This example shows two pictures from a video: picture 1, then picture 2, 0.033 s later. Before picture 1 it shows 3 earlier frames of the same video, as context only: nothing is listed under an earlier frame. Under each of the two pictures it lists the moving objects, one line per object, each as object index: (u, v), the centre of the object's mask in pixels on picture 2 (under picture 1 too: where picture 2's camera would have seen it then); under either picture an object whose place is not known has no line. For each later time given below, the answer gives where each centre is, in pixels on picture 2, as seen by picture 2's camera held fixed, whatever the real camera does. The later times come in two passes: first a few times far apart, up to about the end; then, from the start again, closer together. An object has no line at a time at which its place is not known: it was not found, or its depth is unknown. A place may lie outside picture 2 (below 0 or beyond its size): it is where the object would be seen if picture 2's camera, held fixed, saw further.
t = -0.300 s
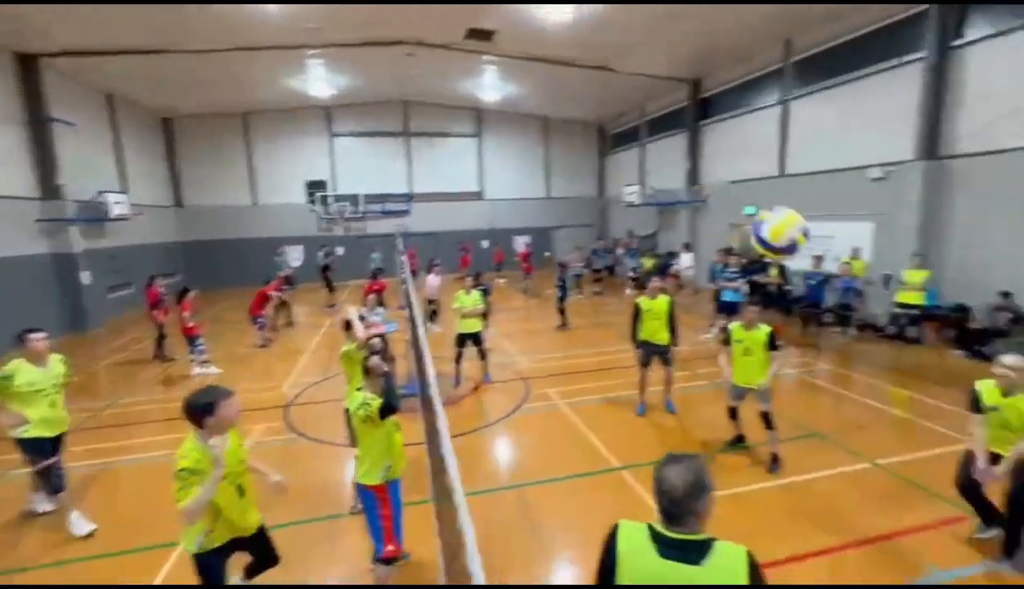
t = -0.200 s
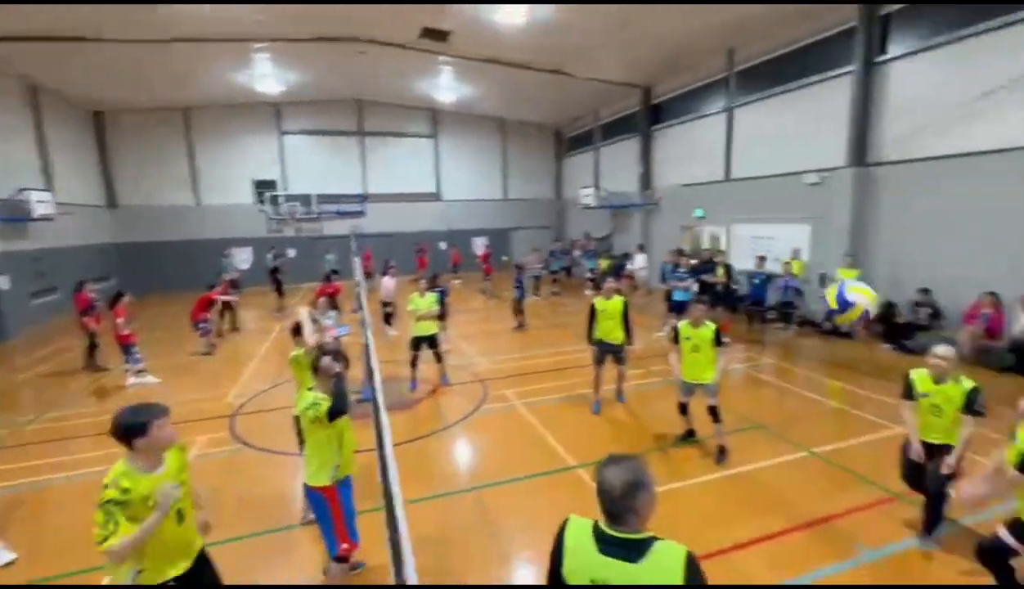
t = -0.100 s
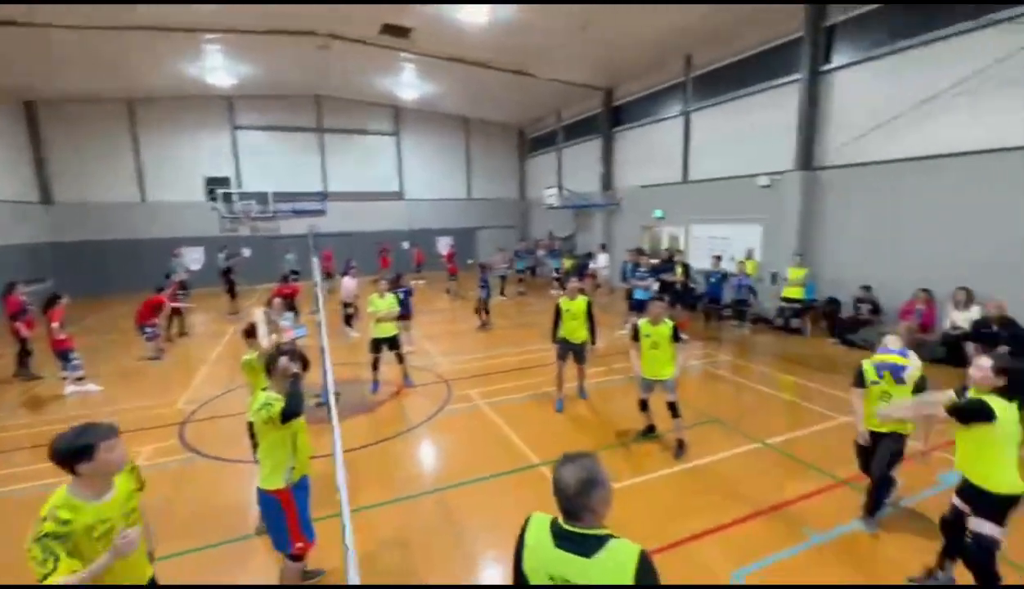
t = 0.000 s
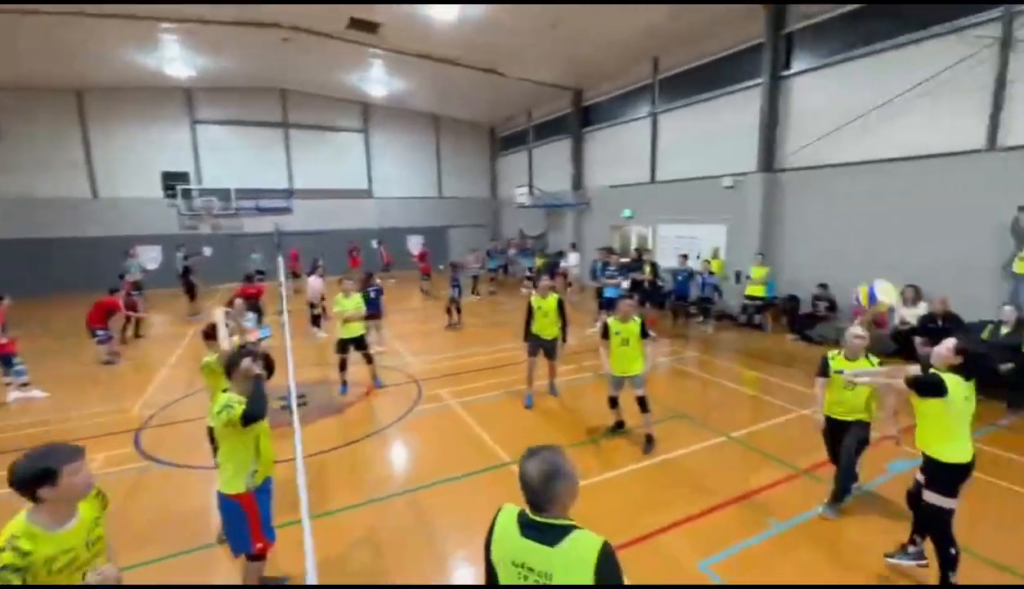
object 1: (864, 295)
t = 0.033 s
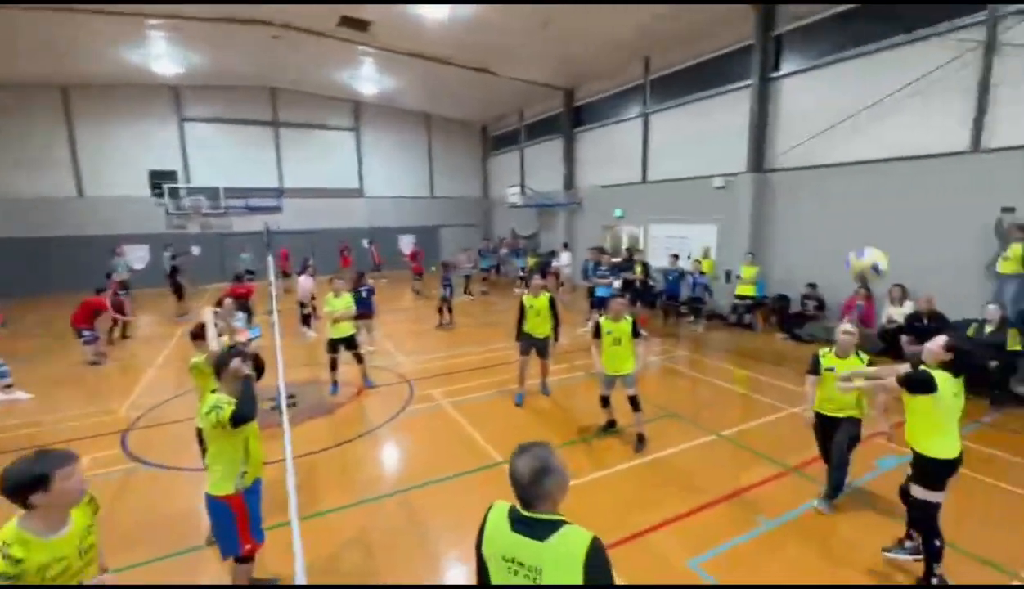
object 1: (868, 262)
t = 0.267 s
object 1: (875, 105)
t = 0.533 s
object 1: (875, 39)
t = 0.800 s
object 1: (872, 65)
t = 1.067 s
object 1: (864, 149)
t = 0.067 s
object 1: (869, 235)
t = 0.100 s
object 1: (869, 208)
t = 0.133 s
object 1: (869, 183)
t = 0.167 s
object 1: (871, 161)
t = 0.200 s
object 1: (871, 143)
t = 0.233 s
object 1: (874, 121)
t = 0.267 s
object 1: (875, 105)
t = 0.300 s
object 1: (875, 90)
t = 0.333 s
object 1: (877, 77)
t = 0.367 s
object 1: (875, 68)
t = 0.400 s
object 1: (874, 59)
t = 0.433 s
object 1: (873, 52)
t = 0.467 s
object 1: (874, 46)
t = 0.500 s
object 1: (875, 43)
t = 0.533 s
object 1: (875, 39)
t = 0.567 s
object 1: (875, 39)
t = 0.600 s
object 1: (875, 40)
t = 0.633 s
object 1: (873, 42)
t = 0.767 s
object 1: (871, 59)
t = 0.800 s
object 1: (872, 65)
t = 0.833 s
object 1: (871, 73)
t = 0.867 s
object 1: (872, 84)
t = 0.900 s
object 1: (871, 92)
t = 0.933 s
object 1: (870, 101)
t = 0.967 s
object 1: (866, 113)
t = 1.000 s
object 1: (865, 123)
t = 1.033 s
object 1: (863, 137)
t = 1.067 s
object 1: (864, 149)
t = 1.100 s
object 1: (862, 162)
